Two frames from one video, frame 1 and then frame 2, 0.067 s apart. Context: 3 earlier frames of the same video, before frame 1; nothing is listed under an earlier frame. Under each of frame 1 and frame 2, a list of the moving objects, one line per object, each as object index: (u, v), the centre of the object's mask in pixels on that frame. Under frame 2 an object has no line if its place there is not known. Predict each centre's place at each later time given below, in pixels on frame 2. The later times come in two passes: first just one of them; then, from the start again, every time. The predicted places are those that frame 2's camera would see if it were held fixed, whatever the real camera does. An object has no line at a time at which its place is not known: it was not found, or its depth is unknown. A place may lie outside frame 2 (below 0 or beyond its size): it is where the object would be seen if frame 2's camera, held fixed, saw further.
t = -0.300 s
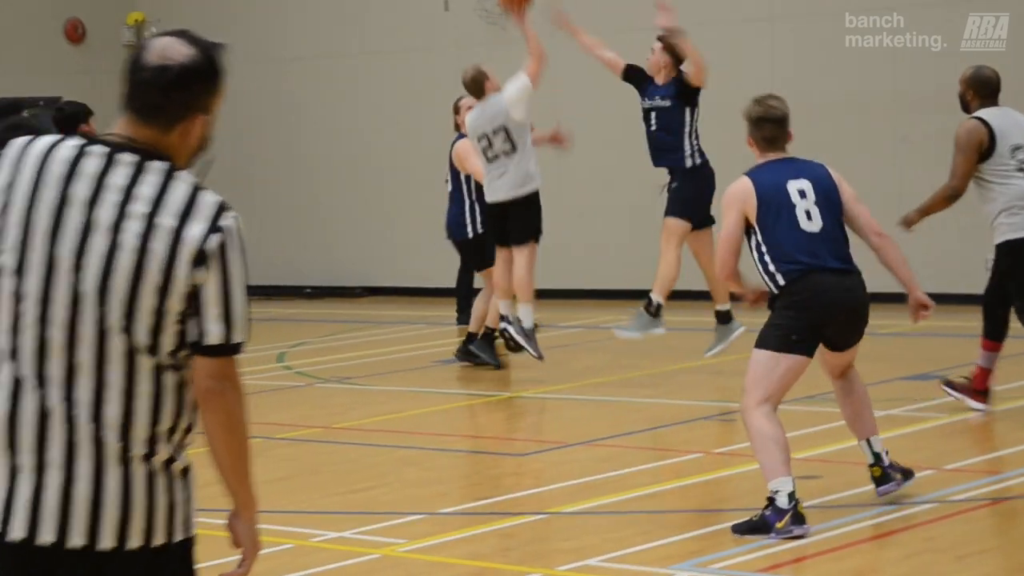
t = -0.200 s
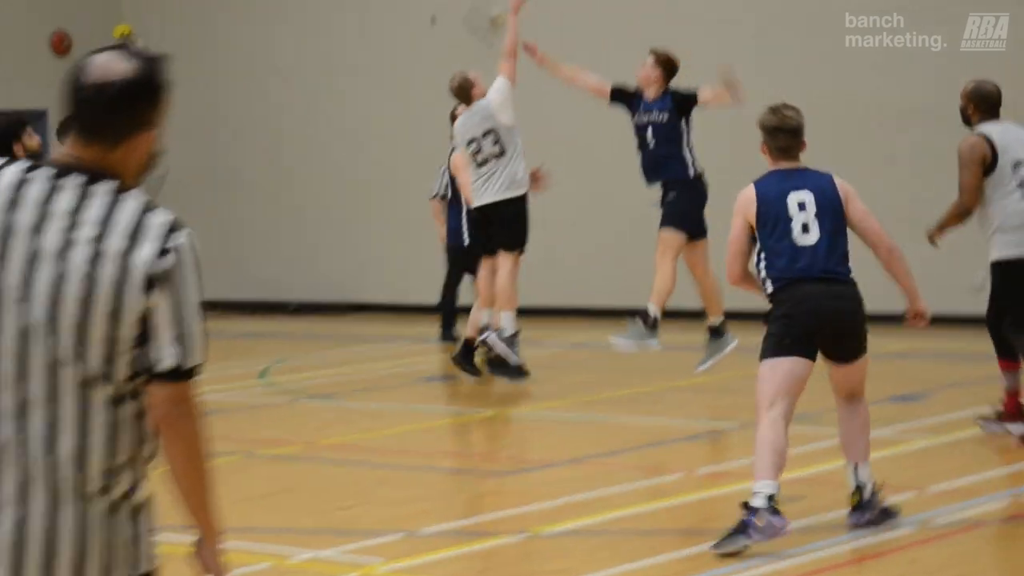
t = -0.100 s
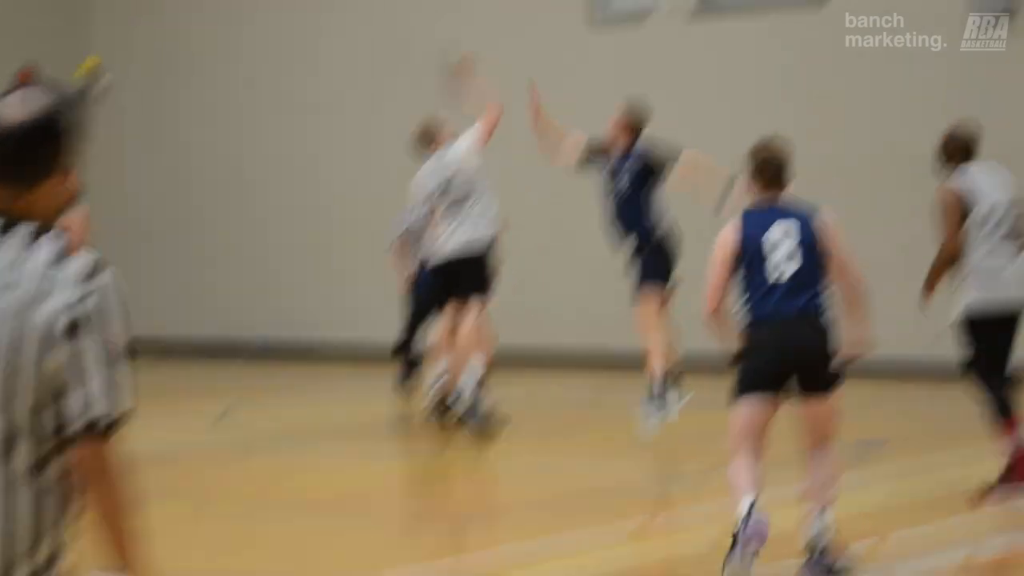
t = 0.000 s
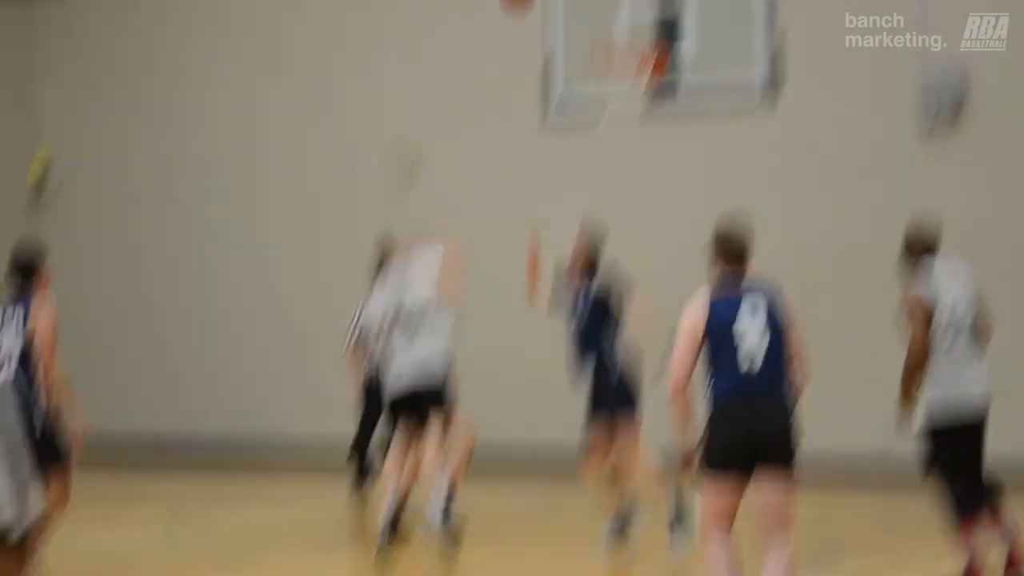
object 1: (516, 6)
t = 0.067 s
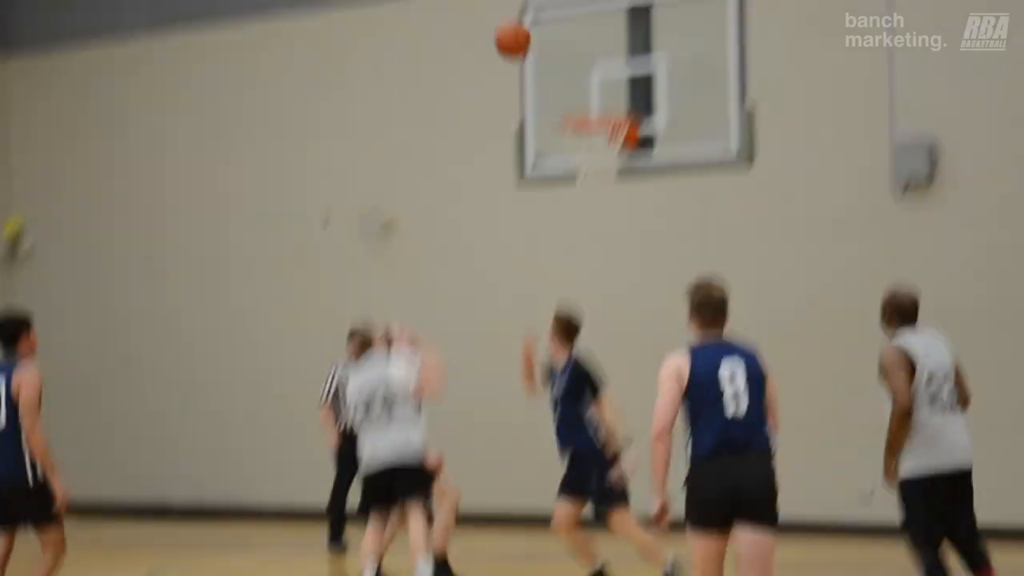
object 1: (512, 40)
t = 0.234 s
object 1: (559, 42)
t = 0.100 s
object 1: (522, 36)
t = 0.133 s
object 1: (530, 40)
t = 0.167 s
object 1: (540, 40)
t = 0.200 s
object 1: (549, 40)
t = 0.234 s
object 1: (559, 42)
